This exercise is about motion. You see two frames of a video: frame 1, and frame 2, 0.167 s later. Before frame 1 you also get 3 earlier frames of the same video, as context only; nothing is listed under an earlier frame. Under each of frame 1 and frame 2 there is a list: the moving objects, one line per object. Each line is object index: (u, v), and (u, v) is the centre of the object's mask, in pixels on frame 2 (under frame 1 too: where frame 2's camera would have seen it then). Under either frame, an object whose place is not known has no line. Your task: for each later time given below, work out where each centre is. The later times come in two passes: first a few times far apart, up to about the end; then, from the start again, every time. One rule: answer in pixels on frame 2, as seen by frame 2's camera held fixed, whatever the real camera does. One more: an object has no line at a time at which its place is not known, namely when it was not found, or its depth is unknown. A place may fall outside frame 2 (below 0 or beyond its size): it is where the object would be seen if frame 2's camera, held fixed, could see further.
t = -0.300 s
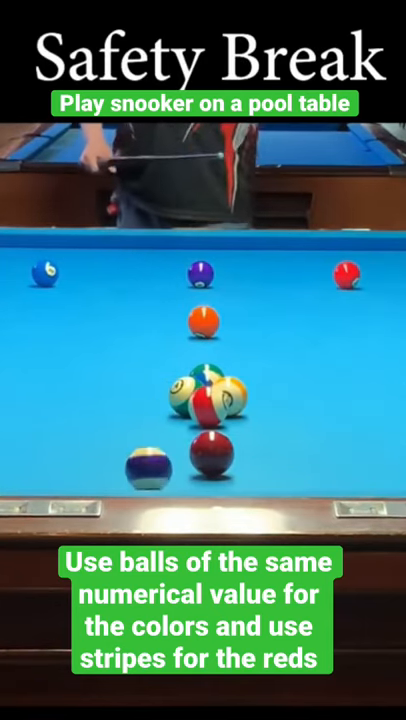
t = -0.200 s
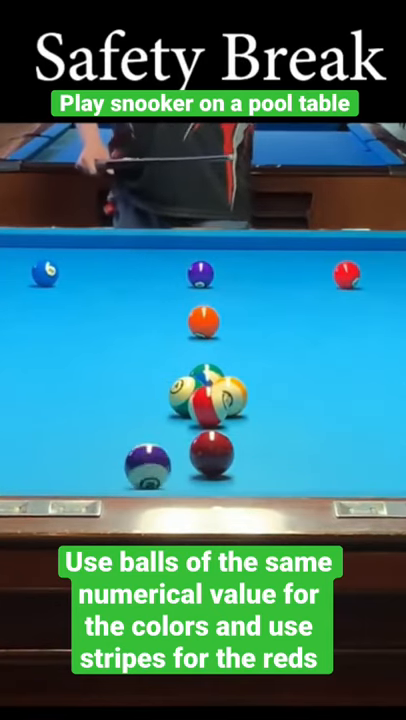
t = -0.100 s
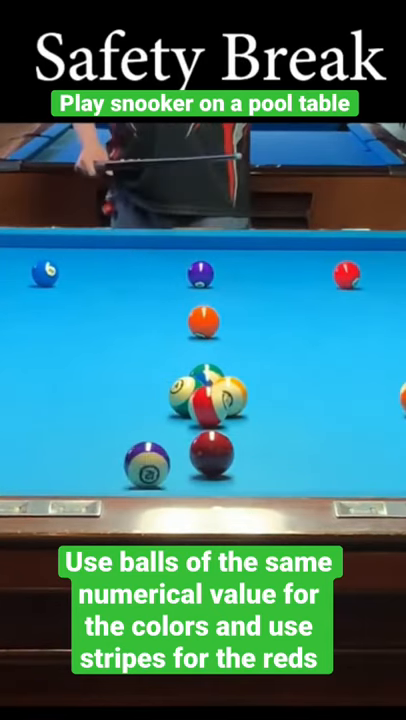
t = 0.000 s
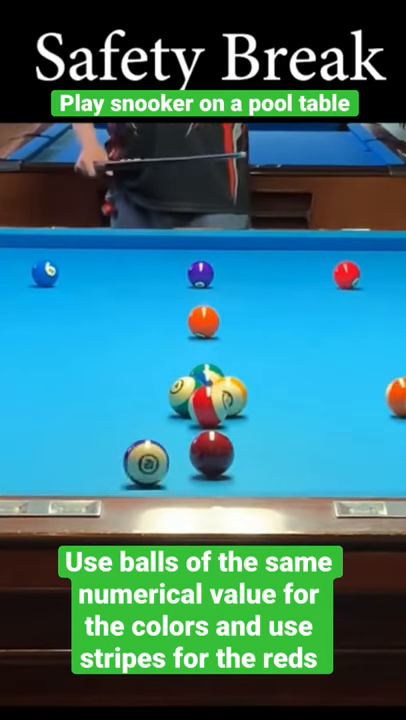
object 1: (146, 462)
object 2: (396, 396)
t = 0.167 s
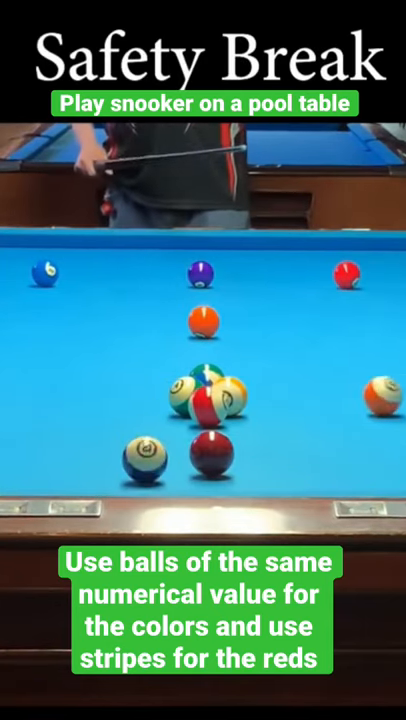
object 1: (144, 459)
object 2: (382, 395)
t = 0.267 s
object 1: (144, 457)
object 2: (371, 395)
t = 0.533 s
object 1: (141, 453)
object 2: (341, 394)
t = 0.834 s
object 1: (140, 451)
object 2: (313, 392)
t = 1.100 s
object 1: (140, 450)
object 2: (293, 391)
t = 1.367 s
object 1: (141, 449)
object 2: (277, 390)
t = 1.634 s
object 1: (141, 449)
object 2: (266, 389)
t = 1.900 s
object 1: (141, 449)
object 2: (260, 388)
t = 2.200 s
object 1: (141, 449)
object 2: (258, 387)
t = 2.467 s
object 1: (141, 449)
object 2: (258, 387)
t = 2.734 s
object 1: (141, 449)
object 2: (258, 387)
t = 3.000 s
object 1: (141, 449)
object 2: (258, 387)
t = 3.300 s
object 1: (141, 449)
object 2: (258, 387)
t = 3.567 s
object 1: (141, 449)
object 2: (258, 388)
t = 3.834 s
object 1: (141, 449)
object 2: (258, 387)
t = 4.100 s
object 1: (141, 449)
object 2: (258, 387)
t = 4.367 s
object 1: (141, 449)
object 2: (258, 388)
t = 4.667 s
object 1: (141, 449)
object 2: (258, 387)
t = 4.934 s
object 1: (141, 449)
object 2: (258, 387)
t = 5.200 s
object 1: (141, 449)
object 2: (258, 387)
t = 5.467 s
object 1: (141, 449)
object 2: (258, 387)
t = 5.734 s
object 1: (141, 449)
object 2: (258, 388)
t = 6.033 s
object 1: (141, 449)
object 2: (258, 388)
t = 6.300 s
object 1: (141, 449)
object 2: (258, 388)
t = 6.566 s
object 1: (141, 449)
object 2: (258, 388)
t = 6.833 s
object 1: (141, 449)
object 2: (258, 388)
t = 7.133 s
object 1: (141, 449)
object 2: (258, 388)
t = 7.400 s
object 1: (141, 449)
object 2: (258, 388)
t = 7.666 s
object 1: (141, 449)
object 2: (258, 388)
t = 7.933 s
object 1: (141, 449)
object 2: (258, 388)
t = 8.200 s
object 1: (141, 449)
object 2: (258, 388)
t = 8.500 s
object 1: (141, 449)
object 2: (258, 388)
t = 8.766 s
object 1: (141, 449)
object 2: (258, 388)
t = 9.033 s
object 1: (141, 449)
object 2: (258, 388)
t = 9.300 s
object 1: (141, 449)
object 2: (258, 388)
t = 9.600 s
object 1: (141, 449)
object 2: (258, 388)
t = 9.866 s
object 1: (141, 449)
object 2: (258, 388)
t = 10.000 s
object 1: (141, 449)
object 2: (258, 388)
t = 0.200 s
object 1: (144, 458)
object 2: (378, 395)
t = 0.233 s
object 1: (144, 458)
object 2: (374, 395)
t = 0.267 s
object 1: (144, 457)
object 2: (371, 395)
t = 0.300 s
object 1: (143, 457)
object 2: (366, 394)
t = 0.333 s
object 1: (143, 456)
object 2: (362, 394)
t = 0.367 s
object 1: (143, 455)
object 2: (359, 394)
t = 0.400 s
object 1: (143, 455)
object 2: (355, 394)
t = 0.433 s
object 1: (142, 454)
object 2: (351, 394)
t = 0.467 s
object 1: (142, 454)
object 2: (347, 394)
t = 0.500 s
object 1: (142, 453)
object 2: (344, 394)
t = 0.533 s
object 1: (141, 453)
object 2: (341, 394)
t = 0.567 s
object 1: (141, 453)
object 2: (337, 394)
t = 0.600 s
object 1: (141, 453)
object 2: (334, 394)
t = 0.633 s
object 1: (141, 453)
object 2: (331, 394)
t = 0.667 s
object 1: (141, 452)
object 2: (328, 393)
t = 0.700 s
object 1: (141, 452)
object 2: (325, 393)
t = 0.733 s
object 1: (140, 452)
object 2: (322, 393)
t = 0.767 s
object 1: (140, 451)
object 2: (319, 392)
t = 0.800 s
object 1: (140, 451)
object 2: (316, 392)
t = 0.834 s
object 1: (140, 451)
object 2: (313, 392)
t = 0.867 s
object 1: (140, 450)
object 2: (310, 392)
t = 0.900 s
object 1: (140, 450)
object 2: (308, 392)
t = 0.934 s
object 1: (140, 450)
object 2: (305, 392)
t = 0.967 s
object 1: (140, 450)
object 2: (303, 392)
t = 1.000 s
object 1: (140, 450)
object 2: (300, 391)
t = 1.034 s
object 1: (140, 450)
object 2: (298, 391)
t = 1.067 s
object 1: (140, 450)
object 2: (295, 391)
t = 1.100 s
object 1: (140, 450)
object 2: (293, 391)
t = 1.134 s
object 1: (140, 450)
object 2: (291, 391)
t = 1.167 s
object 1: (141, 449)
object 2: (289, 391)
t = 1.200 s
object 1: (141, 449)
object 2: (287, 391)
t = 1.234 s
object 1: (141, 449)
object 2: (285, 391)
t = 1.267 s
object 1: (141, 449)
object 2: (283, 390)
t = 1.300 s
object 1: (141, 449)
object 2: (281, 390)
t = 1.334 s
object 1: (141, 449)
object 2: (279, 390)
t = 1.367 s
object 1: (141, 449)
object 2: (277, 390)
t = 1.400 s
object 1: (141, 449)
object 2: (276, 390)
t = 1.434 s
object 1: (141, 449)
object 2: (274, 390)
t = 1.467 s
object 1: (141, 449)
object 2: (273, 390)
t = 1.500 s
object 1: (141, 449)
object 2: (271, 389)
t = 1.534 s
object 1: (141, 449)
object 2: (270, 389)
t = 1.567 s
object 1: (141, 449)
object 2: (269, 389)
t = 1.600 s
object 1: (141, 449)
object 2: (267, 389)
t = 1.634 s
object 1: (141, 449)
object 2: (266, 389)
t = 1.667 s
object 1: (141, 449)
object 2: (265, 389)
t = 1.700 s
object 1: (141, 449)
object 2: (264, 389)
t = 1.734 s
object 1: (141, 449)
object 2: (263, 389)
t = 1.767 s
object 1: (141, 449)
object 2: (263, 388)
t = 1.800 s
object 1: (141, 449)
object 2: (262, 388)
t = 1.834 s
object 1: (141, 449)
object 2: (261, 388)
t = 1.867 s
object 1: (141, 449)
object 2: (261, 388)
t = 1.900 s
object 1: (141, 449)
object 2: (260, 388)
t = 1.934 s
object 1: (141, 449)
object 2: (260, 388)
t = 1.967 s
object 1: (141, 449)
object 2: (259, 388)
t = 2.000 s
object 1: (141, 449)
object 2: (259, 388)
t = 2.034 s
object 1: (141, 449)
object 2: (259, 388)
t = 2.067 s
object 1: (141, 449)
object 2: (258, 387)
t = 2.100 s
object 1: (141, 449)
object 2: (258, 387)
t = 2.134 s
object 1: (141, 449)
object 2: (258, 387)
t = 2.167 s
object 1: (141, 449)
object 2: (258, 387)
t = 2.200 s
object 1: (141, 449)
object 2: (258, 387)
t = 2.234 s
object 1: (141, 449)
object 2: (258, 387)
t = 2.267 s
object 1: (141, 449)
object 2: (257, 387)
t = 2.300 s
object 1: (141, 449)
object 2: (258, 387)
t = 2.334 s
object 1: (141, 449)
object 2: (258, 387)
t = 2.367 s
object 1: (141, 449)
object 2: (258, 387)
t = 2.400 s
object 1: (141, 449)
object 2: (258, 387)
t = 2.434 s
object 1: (140, 449)
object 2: (258, 387)
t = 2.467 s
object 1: (141, 449)
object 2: (258, 387)
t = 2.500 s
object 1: (141, 449)
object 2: (258, 387)
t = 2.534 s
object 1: (141, 449)
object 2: (258, 387)
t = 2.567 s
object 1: (141, 449)
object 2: (258, 387)
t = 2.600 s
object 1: (141, 449)
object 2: (258, 387)
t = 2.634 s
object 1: (141, 449)
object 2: (258, 387)
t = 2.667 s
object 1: (141, 449)
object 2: (258, 387)
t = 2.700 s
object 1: (141, 449)
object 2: (258, 387)
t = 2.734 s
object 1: (141, 449)
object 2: (258, 387)
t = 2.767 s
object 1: (141, 449)
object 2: (258, 387)
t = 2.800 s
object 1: (141, 449)
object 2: (258, 387)
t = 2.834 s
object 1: (141, 449)
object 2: (258, 387)
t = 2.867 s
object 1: (141, 449)
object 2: (258, 387)
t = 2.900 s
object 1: (141, 449)
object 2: (258, 387)
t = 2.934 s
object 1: (141, 449)
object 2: (258, 387)
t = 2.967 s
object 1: (141, 449)
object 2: (258, 387)
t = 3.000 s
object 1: (141, 449)
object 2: (258, 387)
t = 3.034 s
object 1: (141, 449)
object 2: (258, 387)
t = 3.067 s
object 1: (141, 449)
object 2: (258, 387)
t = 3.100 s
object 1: (141, 449)
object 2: (258, 387)
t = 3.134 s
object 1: (141, 449)
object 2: (258, 387)
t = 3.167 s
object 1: (141, 449)
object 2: (258, 387)
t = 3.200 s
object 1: (141, 449)
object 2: (258, 387)
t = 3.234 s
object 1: (141, 449)
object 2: (258, 387)
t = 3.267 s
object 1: (141, 449)
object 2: (258, 387)
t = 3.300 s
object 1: (141, 449)
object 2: (258, 387)
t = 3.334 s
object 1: (141, 449)
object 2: (258, 387)
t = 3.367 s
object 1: (141, 449)
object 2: (258, 387)
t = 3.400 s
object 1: (141, 449)
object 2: (258, 387)
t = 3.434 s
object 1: (141, 449)
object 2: (258, 387)
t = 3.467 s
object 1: (141, 449)
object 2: (258, 387)
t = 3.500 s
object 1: (141, 449)
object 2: (258, 387)
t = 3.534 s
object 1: (141, 449)
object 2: (258, 387)
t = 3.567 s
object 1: (141, 449)
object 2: (258, 388)
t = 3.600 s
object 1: (141, 449)
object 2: (258, 387)
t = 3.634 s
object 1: (141, 449)
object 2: (258, 387)
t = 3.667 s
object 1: (141, 449)
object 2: (258, 387)
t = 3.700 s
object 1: (141, 449)
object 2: (258, 388)
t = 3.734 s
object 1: (141, 449)
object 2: (258, 387)
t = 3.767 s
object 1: (141, 449)
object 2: (258, 387)
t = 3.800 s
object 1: (141, 449)
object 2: (258, 387)
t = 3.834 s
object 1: (141, 449)
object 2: (258, 387)
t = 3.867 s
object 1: (141, 449)
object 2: (258, 388)
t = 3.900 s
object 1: (141, 449)
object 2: (258, 387)
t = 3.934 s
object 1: (141, 449)
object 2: (258, 387)
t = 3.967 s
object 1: (141, 449)
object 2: (258, 387)
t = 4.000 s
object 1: (141, 449)
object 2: (258, 387)
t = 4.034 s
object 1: (141, 449)
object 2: (258, 387)
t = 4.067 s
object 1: (141, 449)
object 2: (258, 387)
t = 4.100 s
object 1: (141, 449)
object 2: (258, 387)
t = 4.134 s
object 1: (141, 449)
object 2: (258, 387)
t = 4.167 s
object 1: (141, 449)
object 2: (258, 387)
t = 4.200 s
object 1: (141, 449)
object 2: (258, 387)
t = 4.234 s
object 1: (141, 449)
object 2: (258, 387)
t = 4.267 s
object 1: (141, 449)
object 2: (258, 387)
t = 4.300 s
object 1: (141, 449)
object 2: (258, 387)
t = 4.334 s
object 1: (141, 449)
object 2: (258, 388)
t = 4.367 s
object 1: (141, 449)
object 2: (258, 388)
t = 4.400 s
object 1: (141, 449)
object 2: (258, 388)
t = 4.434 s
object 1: (141, 449)
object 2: (258, 387)
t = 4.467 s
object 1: (141, 449)
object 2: (258, 387)
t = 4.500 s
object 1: (141, 449)
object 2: (258, 387)
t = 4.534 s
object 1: (141, 449)
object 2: (258, 387)
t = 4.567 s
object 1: (141, 449)
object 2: (258, 387)
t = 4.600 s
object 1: (141, 449)
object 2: (258, 387)
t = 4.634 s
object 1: (141, 449)
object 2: (258, 387)
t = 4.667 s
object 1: (141, 449)
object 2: (258, 387)
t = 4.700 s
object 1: (141, 449)
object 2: (258, 387)
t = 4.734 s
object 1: (141, 449)
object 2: (258, 387)
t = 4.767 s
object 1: (141, 449)
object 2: (258, 387)
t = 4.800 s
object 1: (141, 449)
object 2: (258, 387)
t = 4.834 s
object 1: (141, 449)
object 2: (258, 387)
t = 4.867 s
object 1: (141, 449)
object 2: (258, 387)
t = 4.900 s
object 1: (141, 449)
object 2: (258, 387)
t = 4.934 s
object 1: (141, 449)
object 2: (258, 387)
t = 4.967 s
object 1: (141, 449)
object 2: (258, 388)
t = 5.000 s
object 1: (141, 449)
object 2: (258, 387)
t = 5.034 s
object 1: (141, 449)
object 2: (258, 388)
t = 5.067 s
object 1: (141, 449)
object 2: (258, 387)
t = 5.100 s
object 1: (141, 449)
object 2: (258, 387)
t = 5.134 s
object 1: (141, 449)
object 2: (258, 388)
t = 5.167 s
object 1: (141, 449)
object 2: (258, 388)
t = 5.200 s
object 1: (141, 449)
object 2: (258, 387)
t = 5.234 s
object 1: (141, 449)
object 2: (258, 388)
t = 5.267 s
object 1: (141, 449)
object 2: (258, 387)
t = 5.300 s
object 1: (141, 449)
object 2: (258, 387)
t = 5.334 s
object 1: (141, 449)
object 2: (258, 387)
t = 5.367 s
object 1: (141, 449)
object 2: (258, 387)
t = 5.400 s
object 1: (141, 449)
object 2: (258, 387)
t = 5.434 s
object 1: (141, 449)
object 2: (258, 387)
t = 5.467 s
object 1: (141, 449)
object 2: (258, 387)
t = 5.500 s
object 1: (141, 449)
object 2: (258, 387)
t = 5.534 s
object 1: (141, 449)
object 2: (258, 387)
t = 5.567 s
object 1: (141, 449)
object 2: (258, 387)
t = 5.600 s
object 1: (141, 449)
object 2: (258, 387)
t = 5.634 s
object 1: (141, 449)
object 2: (258, 387)
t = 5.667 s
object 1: (141, 449)
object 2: (258, 387)
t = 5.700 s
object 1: (141, 449)
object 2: (258, 387)
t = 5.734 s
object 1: (141, 449)
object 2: (258, 388)
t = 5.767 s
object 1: (141, 449)
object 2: (258, 388)
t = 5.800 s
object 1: (141, 449)
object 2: (258, 388)
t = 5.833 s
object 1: (141, 449)
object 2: (258, 388)
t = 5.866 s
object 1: (141, 449)
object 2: (258, 388)
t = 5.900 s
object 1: (141, 449)
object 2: (258, 388)
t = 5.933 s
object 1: (141, 449)
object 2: (258, 388)
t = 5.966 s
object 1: (141, 449)
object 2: (258, 388)
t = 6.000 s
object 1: (141, 449)
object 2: (258, 388)
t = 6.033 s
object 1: (141, 449)
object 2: (258, 388)
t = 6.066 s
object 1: (141, 449)
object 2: (258, 388)
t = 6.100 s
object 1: (141, 449)
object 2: (258, 388)
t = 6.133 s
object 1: (141, 449)
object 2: (258, 388)
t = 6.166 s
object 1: (141, 449)
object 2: (258, 388)
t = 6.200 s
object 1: (141, 449)
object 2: (258, 388)
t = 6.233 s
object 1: (141, 449)
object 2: (258, 388)
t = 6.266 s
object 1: (141, 449)
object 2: (258, 388)
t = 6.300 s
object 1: (141, 449)
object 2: (258, 388)
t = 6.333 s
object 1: (141, 449)
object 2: (258, 388)
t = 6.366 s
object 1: (141, 449)
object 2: (258, 388)
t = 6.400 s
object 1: (141, 449)
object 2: (258, 388)
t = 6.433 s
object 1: (141, 449)
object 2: (258, 388)
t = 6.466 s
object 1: (141, 449)
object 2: (258, 388)
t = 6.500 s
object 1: (141, 449)
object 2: (258, 388)
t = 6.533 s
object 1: (141, 449)
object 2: (258, 388)
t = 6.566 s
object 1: (141, 449)
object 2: (258, 388)
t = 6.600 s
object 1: (141, 449)
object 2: (258, 388)
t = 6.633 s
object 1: (141, 449)
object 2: (258, 388)
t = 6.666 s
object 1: (141, 449)
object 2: (258, 388)
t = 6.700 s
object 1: (141, 449)
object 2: (258, 388)
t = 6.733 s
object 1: (141, 449)
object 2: (258, 388)
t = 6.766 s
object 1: (141, 449)
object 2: (258, 388)
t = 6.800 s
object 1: (141, 449)
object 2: (258, 388)
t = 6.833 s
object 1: (141, 449)
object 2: (258, 388)
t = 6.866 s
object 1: (141, 449)
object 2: (258, 388)
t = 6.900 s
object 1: (141, 449)
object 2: (258, 388)
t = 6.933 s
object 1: (141, 449)
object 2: (258, 388)
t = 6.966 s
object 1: (141, 449)
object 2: (258, 388)
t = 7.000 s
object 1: (141, 449)
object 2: (258, 388)
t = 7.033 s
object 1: (141, 449)
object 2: (258, 388)
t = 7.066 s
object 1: (141, 449)
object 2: (258, 388)
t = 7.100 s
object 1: (141, 449)
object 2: (258, 388)
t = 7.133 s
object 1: (141, 449)
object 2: (258, 388)
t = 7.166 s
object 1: (141, 449)
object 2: (258, 388)
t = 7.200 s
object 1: (141, 449)
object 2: (258, 388)
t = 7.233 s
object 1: (141, 449)
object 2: (258, 388)
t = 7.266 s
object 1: (141, 449)
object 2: (258, 388)
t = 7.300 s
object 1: (141, 449)
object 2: (258, 388)
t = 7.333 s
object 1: (141, 449)
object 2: (258, 388)
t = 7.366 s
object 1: (141, 449)
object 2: (258, 388)
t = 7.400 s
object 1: (141, 449)
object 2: (258, 388)
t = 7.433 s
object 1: (141, 449)
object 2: (258, 388)
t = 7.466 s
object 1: (141, 449)
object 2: (258, 388)
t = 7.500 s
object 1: (141, 449)
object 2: (258, 388)
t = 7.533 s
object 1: (141, 449)
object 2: (258, 388)
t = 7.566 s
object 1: (141, 449)
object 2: (258, 388)
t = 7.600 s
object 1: (141, 449)
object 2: (258, 388)
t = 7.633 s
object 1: (141, 449)
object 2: (258, 388)
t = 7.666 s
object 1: (141, 449)
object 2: (258, 388)
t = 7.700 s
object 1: (141, 449)
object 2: (258, 388)
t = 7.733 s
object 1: (141, 449)
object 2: (258, 388)
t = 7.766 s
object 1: (141, 449)
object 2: (258, 388)
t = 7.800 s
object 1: (141, 449)
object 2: (258, 388)
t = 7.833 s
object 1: (141, 449)
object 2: (258, 388)
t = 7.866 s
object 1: (141, 449)
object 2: (258, 388)
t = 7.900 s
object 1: (141, 449)
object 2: (258, 388)
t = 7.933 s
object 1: (141, 449)
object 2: (258, 388)
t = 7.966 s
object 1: (141, 449)
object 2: (258, 388)
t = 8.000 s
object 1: (141, 449)
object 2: (258, 388)
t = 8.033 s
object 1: (141, 449)
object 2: (258, 388)
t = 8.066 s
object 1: (141, 449)
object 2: (258, 388)
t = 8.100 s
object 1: (141, 449)
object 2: (258, 388)
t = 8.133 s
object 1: (141, 449)
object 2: (258, 388)
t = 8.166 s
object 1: (141, 449)
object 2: (258, 388)
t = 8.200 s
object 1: (141, 449)
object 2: (258, 388)
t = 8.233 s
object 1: (141, 449)
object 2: (258, 388)
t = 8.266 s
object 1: (141, 449)
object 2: (258, 388)
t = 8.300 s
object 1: (141, 449)
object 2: (258, 388)
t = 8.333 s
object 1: (141, 449)
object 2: (258, 388)
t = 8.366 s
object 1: (141, 449)
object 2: (258, 388)
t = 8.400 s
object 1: (141, 449)
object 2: (258, 388)
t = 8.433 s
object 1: (141, 449)
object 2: (258, 388)
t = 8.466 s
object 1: (141, 449)
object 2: (258, 388)
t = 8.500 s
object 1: (141, 449)
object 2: (258, 388)
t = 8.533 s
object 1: (141, 449)
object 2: (258, 388)
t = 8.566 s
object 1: (141, 449)
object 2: (258, 388)
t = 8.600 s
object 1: (141, 449)
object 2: (258, 388)
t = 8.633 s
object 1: (141, 449)
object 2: (258, 388)
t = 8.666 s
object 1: (141, 449)
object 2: (258, 388)
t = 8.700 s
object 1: (141, 449)
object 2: (258, 388)
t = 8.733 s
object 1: (141, 449)
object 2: (258, 388)
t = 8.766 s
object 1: (141, 449)
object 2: (258, 388)
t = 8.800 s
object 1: (141, 449)
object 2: (258, 388)
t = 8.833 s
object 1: (141, 449)
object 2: (258, 388)
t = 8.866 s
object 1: (141, 449)
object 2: (258, 388)
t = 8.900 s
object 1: (141, 449)
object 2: (258, 388)
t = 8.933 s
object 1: (141, 449)
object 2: (258, 388)
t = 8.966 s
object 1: (141, 449)
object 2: (258, 388)
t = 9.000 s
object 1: (141, 449)
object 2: (258, 388)
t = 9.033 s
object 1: (141, 449)
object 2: (258, 388)
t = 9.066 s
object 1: (141, 449)
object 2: (258, 388)
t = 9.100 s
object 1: (141, 449)
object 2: (258, 388)
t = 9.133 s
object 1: (141, 449)
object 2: (258, 388)
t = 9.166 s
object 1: (141, 449)
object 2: (258, 388)
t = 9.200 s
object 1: (141, 449)
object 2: (258, 388)
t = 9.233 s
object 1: (141, 449)
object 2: (258, 388)
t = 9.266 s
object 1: (141, 449)
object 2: (258, 388)
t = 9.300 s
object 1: (141, 449)
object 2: (258, 388)
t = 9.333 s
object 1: (141, 449)
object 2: (258, 388)
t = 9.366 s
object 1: (141, 449)
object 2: (258, 388)
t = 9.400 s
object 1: (141, 449)
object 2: (258, 388)
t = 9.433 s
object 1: (141, 449)
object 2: (258, 388)
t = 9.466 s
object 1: (141, 449)
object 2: (258, 388)
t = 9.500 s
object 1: (141, 449)
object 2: (258, 388)
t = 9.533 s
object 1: (141, 449)
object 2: (258, 388)
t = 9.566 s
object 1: (141, 449)
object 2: (258, 388)
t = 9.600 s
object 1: (141, 449)
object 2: (258, 388)
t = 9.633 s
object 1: (141, 449)
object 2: (258, 388)
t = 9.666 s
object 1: (141, 449)
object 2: (258, 388)
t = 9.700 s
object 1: (141, 449)
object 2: (258, 388)
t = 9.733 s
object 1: (141, 449)
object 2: (258, 388)
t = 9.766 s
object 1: (141, 449)
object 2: (258, 388)
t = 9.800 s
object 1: (141, 449)
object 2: (258, 388)
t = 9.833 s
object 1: (141, 449)
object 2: (258, 388)
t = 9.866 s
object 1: (141, 449)
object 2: (258, 388)
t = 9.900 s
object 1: (141, 449)
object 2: (258, 387)
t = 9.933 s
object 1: (141, 449)
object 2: (258, 388)
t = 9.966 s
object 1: (141, 449)
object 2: (258, 388)
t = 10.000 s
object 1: (141, 449)
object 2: (258, 388)
